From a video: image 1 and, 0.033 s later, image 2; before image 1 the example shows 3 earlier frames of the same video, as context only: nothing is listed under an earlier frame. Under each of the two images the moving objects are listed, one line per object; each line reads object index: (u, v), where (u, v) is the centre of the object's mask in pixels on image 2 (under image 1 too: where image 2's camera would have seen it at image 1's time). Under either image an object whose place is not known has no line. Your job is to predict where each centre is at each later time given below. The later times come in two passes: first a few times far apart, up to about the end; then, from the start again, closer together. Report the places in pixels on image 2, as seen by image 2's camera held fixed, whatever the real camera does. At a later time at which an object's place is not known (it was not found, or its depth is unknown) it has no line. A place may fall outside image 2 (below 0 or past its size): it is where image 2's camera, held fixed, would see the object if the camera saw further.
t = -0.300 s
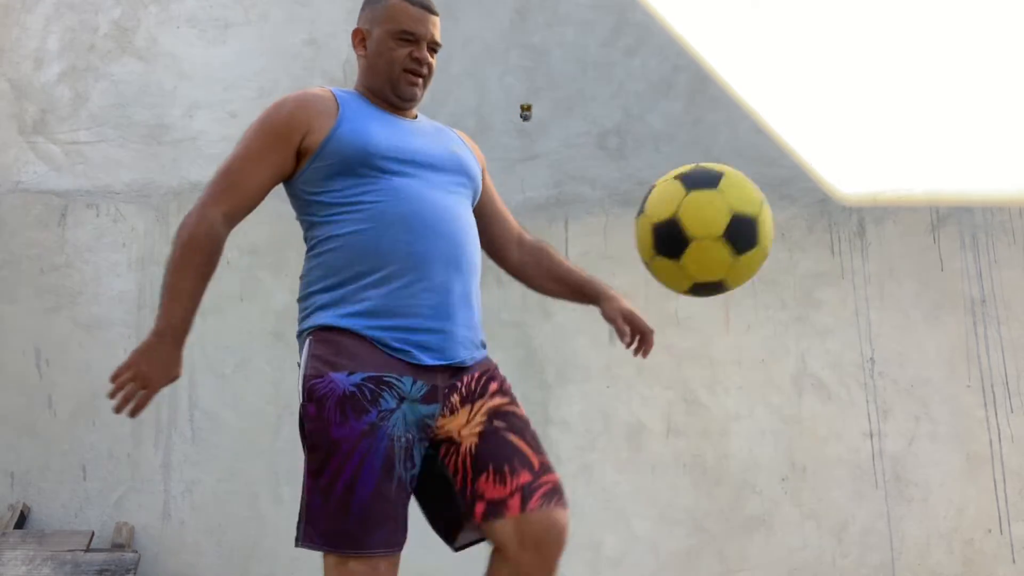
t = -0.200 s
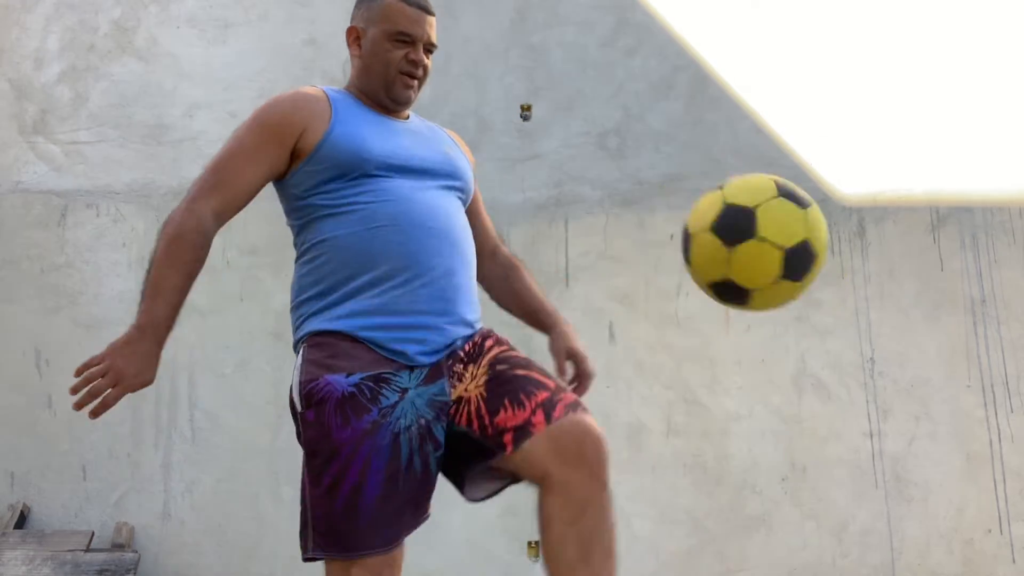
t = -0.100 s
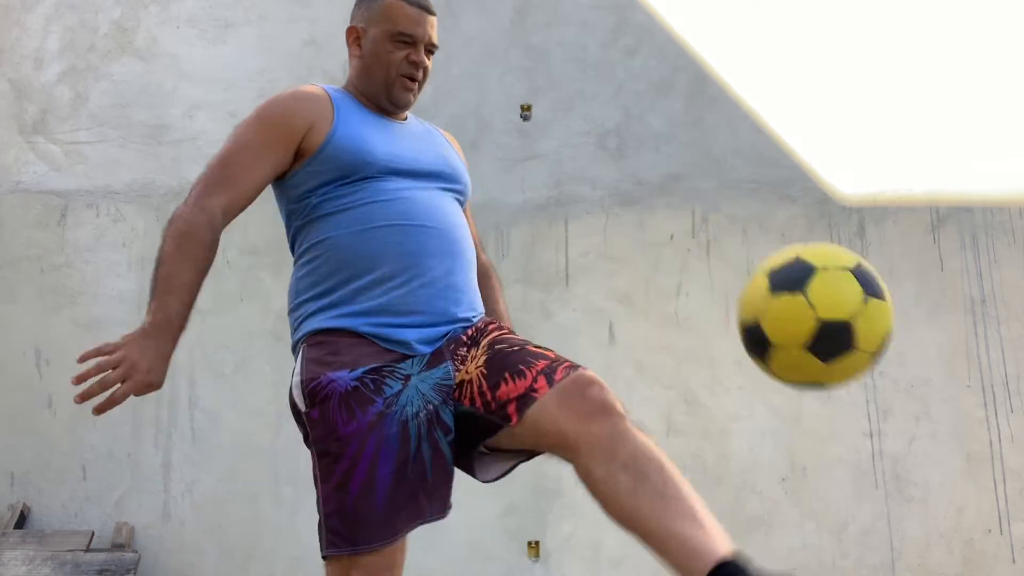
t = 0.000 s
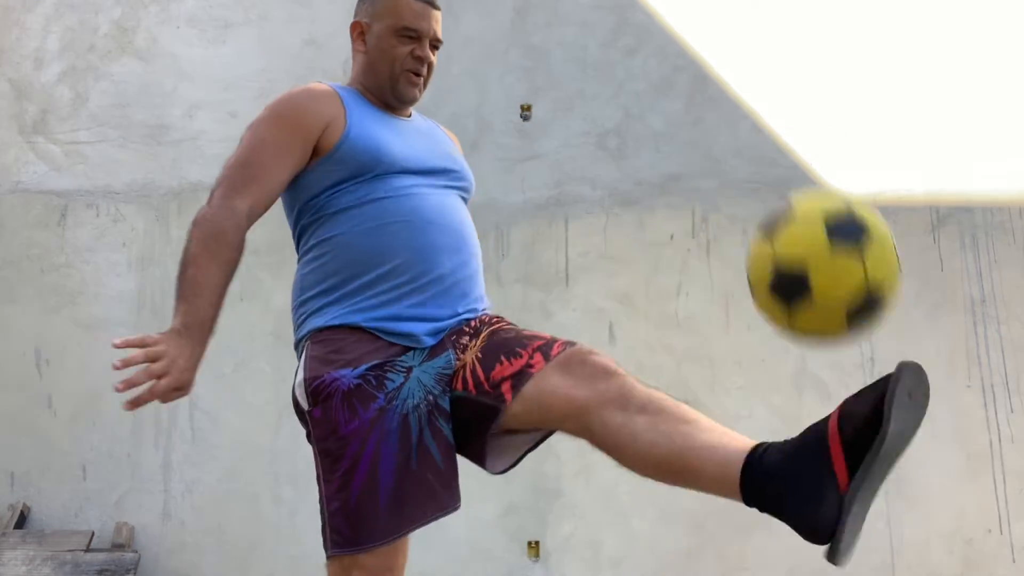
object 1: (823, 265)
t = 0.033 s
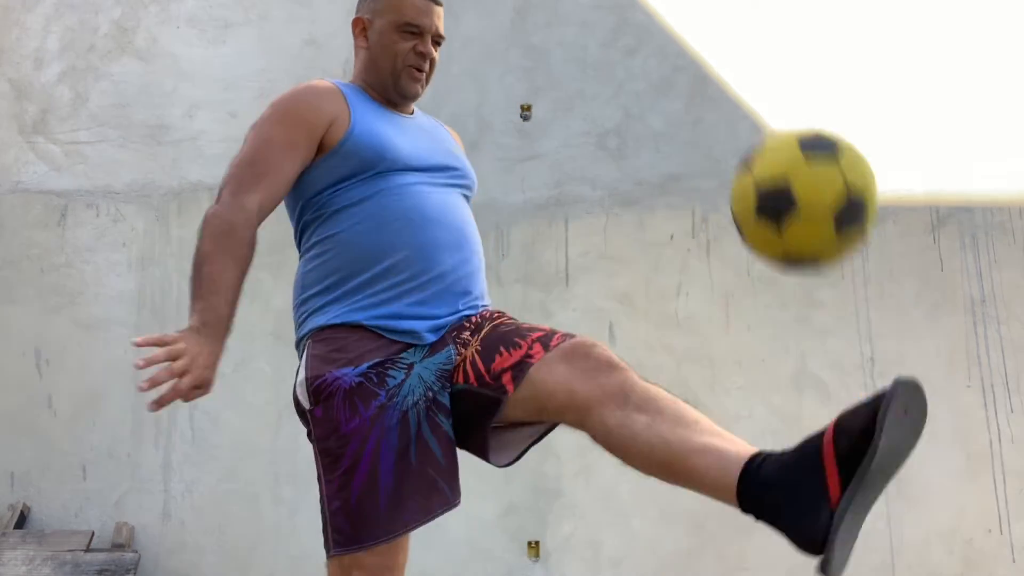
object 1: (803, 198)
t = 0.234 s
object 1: (716, 15)
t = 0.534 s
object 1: (646, 49)
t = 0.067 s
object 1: (786, 141)
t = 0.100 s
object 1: (770, 91)
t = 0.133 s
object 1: (755, 54)
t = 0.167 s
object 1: (741, 36)
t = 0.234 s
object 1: (716, 15)
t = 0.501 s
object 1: (651, 33)
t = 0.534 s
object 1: (646, 49)
